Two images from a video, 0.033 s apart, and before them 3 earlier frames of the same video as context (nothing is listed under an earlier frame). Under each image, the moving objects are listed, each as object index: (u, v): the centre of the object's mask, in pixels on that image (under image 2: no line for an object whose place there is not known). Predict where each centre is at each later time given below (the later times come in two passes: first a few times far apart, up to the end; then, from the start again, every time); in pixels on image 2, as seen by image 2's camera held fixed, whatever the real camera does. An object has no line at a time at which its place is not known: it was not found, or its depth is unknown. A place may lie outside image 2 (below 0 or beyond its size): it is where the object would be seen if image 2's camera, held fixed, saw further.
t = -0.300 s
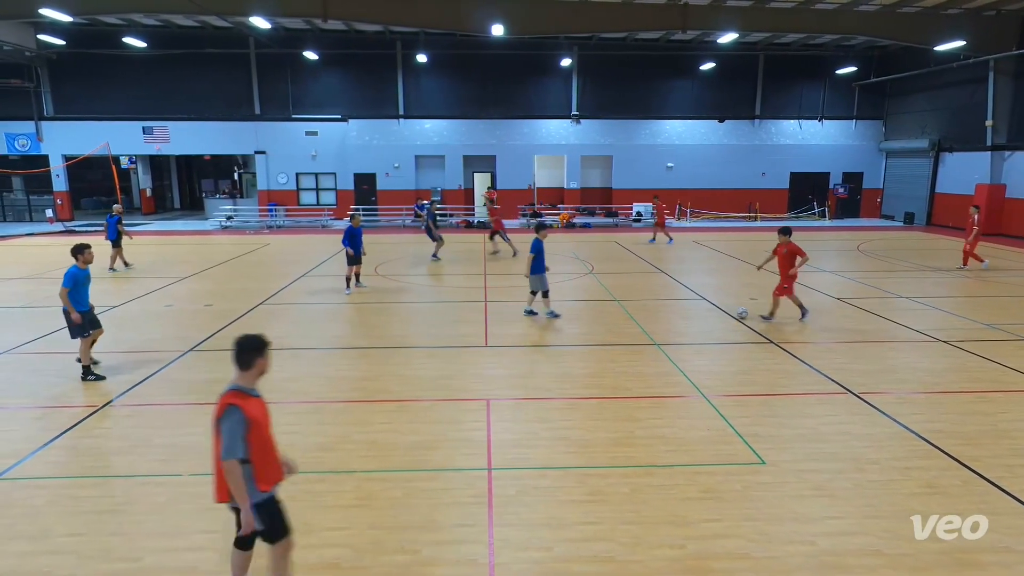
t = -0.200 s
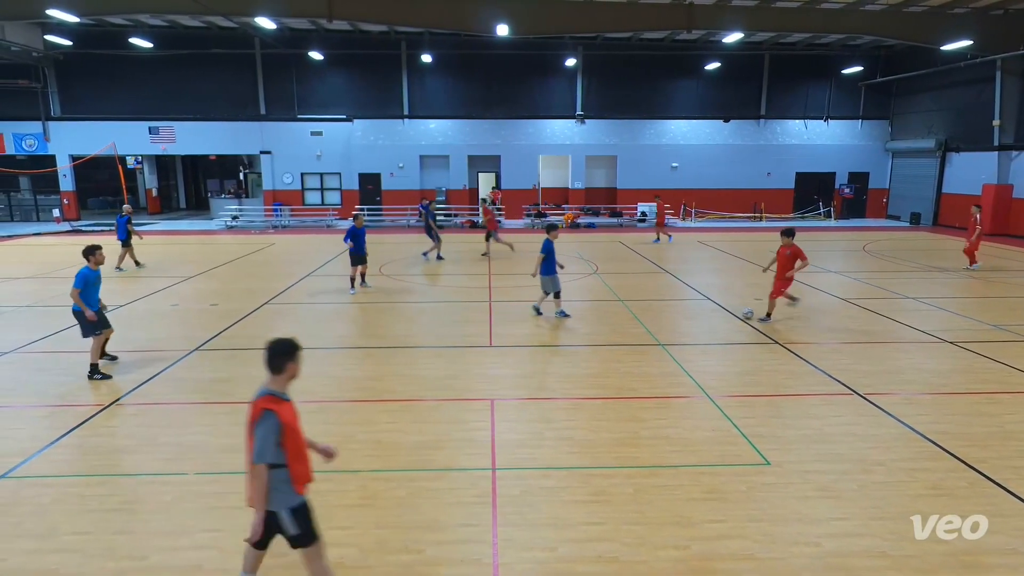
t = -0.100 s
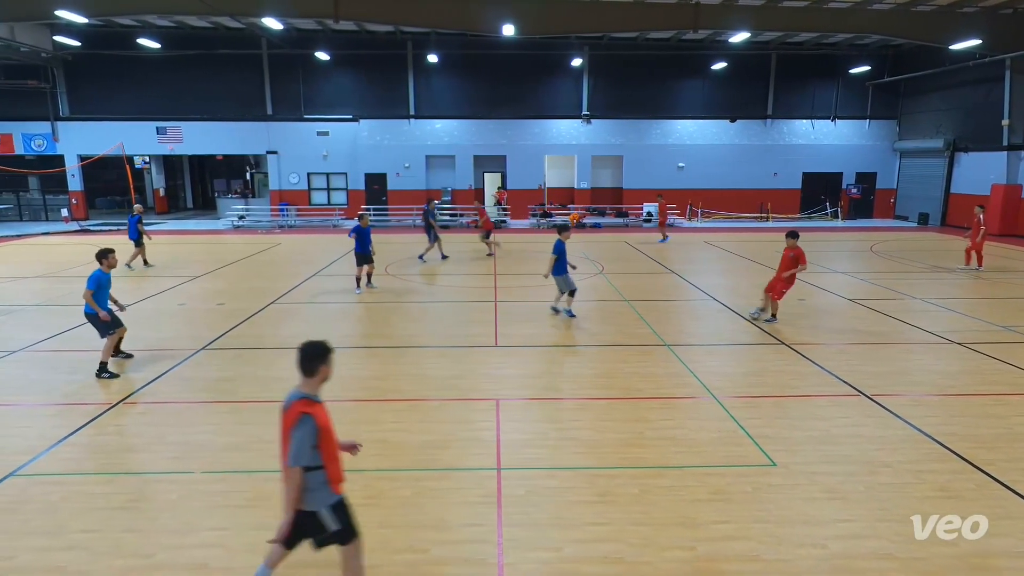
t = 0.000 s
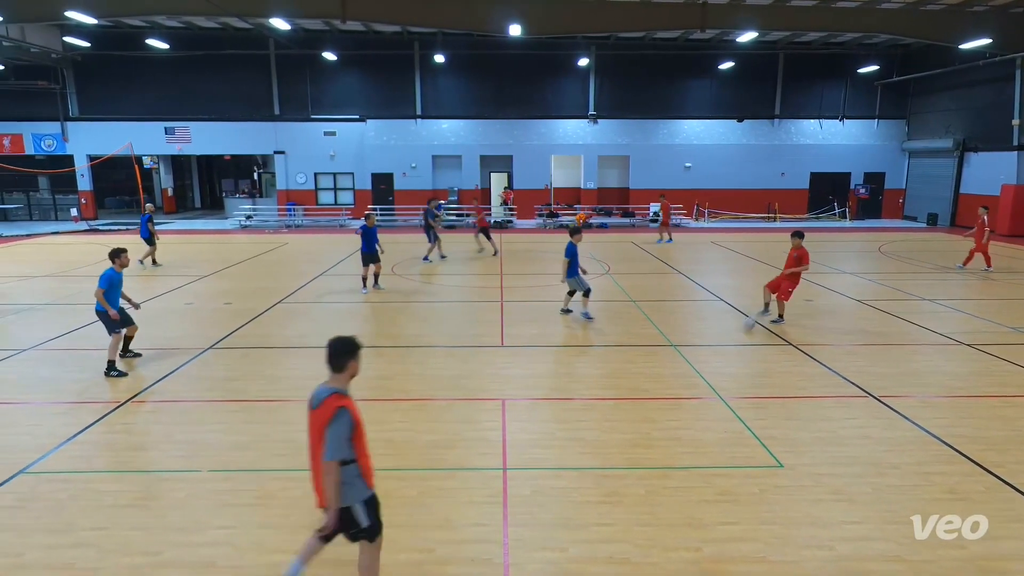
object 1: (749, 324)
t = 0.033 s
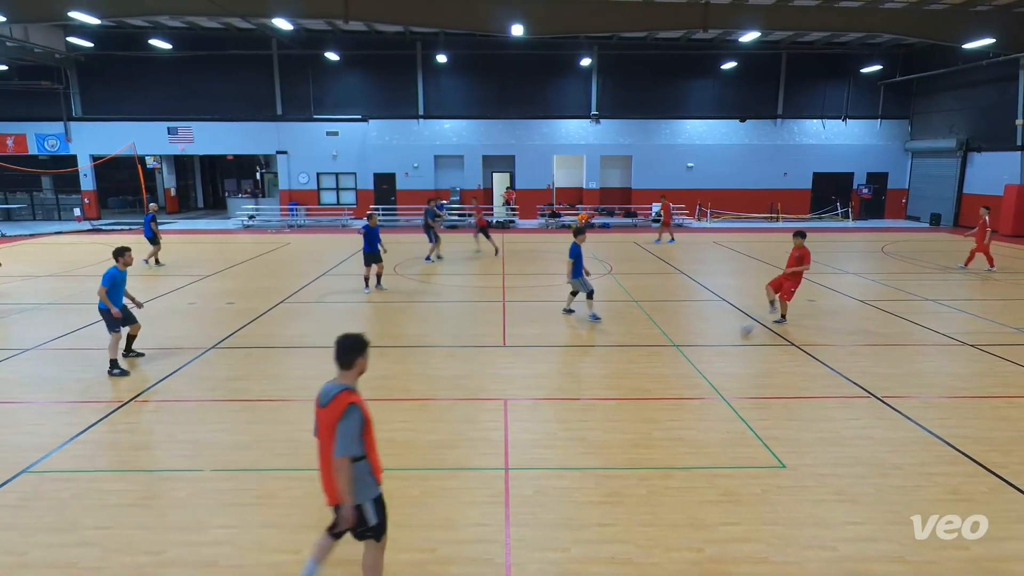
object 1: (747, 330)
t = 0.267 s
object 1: (701, 371)
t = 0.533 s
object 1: (631, 432)
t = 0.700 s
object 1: (576, 481)
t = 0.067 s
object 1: (741, 336)
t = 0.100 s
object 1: (735, 342)
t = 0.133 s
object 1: (728, 347)
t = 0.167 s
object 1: (721, 353)
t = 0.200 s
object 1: (715, 358)
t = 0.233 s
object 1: (708, 364)
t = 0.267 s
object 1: (701, 371)
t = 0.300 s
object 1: (693, 377)
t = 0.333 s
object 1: (685, 383)
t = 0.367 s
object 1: (677, 391)
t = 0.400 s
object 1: (668, 399)
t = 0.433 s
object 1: (659, 406)
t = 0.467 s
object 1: (650, 414)
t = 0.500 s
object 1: (641, 424)
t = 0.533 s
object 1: (631, 432)
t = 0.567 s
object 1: (621, 442)
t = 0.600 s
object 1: (610, 450)
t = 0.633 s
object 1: (600, 460)
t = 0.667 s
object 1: (587, 471)
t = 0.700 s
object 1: (576, 481)
